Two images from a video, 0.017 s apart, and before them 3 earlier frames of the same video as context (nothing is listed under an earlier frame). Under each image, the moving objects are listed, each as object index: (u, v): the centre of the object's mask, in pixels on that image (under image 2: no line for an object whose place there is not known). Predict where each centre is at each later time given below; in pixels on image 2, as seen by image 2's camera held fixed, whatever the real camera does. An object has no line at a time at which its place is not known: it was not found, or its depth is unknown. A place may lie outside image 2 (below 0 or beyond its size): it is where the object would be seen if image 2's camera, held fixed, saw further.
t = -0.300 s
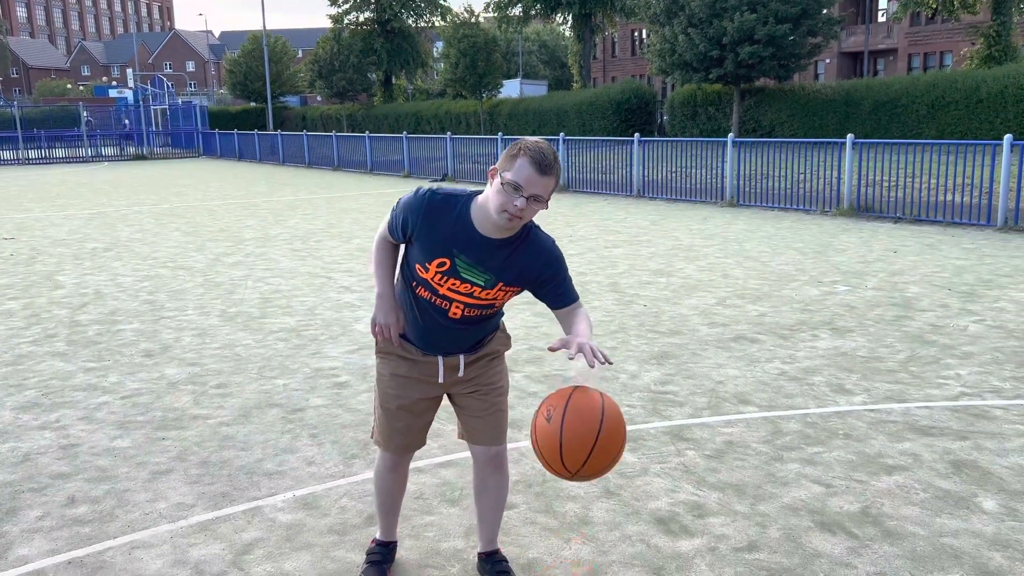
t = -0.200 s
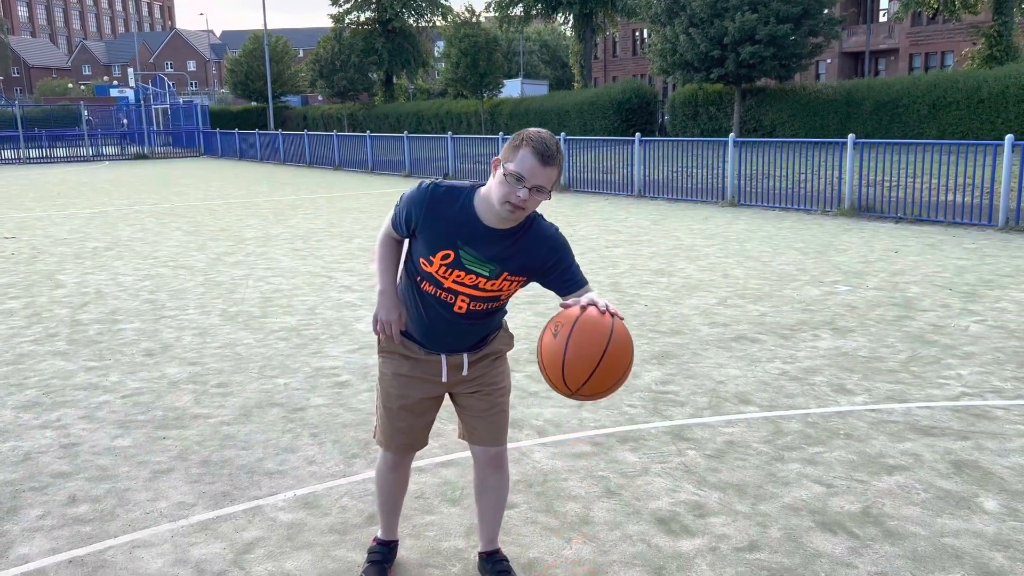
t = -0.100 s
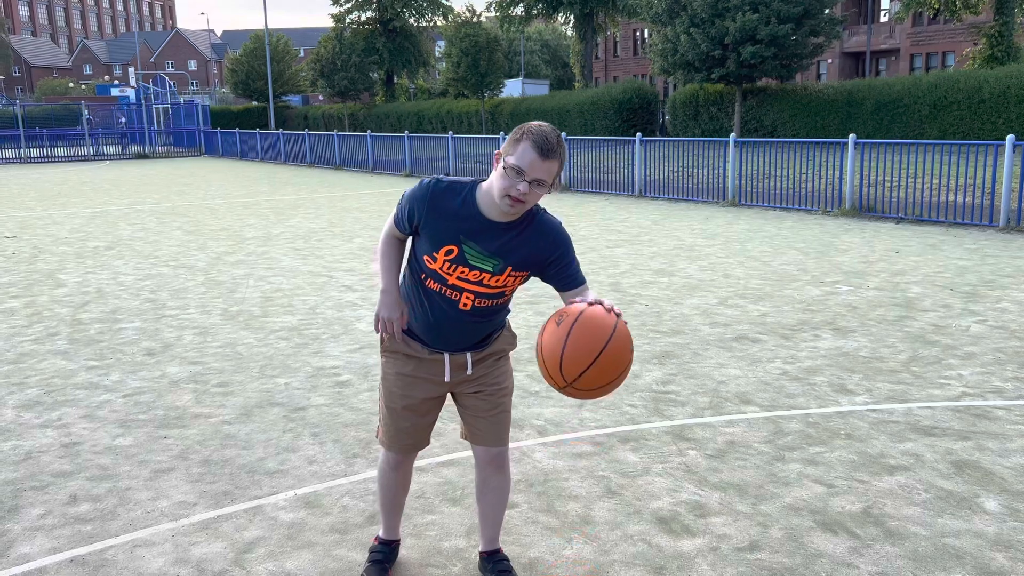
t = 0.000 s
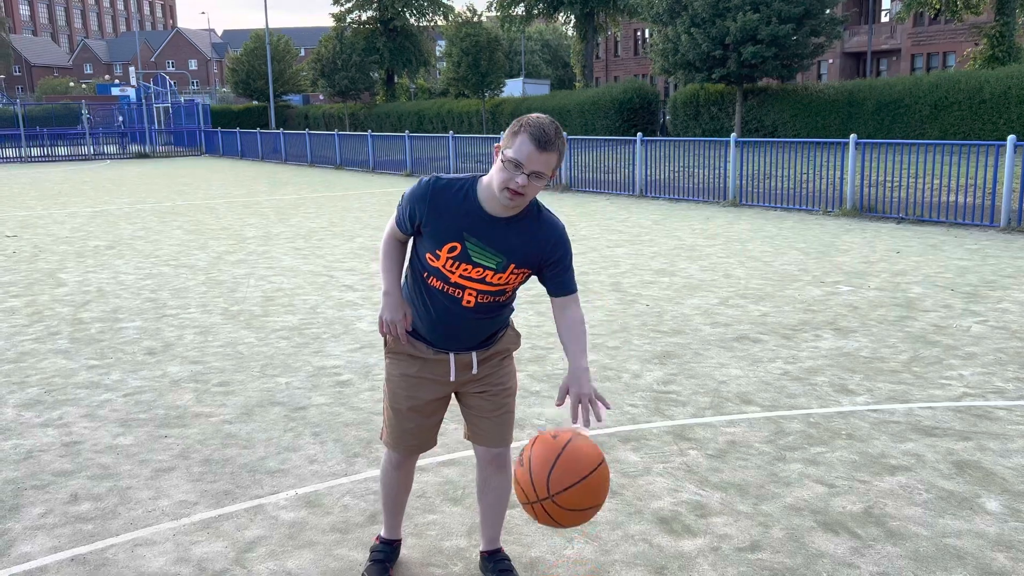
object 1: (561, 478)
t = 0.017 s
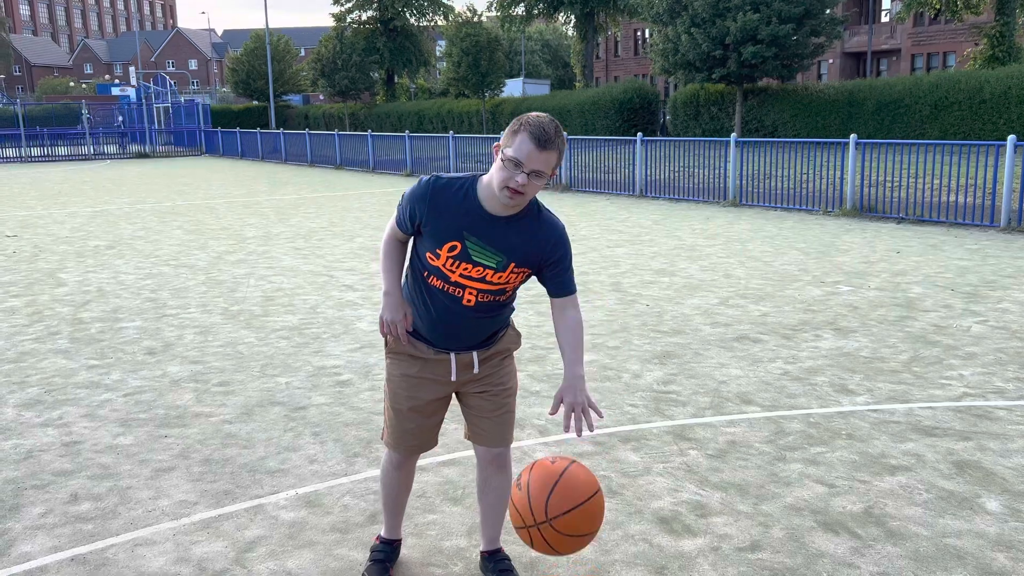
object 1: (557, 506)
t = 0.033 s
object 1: (551, 532)
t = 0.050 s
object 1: (547, 549)
